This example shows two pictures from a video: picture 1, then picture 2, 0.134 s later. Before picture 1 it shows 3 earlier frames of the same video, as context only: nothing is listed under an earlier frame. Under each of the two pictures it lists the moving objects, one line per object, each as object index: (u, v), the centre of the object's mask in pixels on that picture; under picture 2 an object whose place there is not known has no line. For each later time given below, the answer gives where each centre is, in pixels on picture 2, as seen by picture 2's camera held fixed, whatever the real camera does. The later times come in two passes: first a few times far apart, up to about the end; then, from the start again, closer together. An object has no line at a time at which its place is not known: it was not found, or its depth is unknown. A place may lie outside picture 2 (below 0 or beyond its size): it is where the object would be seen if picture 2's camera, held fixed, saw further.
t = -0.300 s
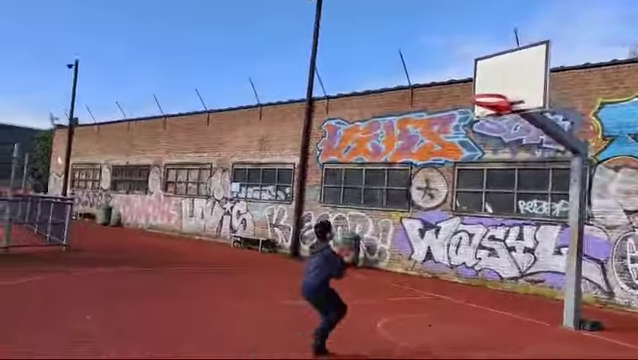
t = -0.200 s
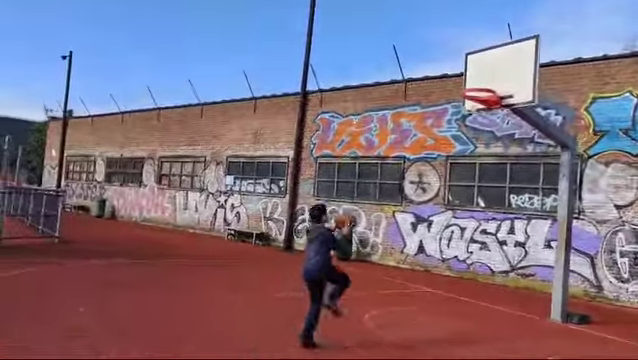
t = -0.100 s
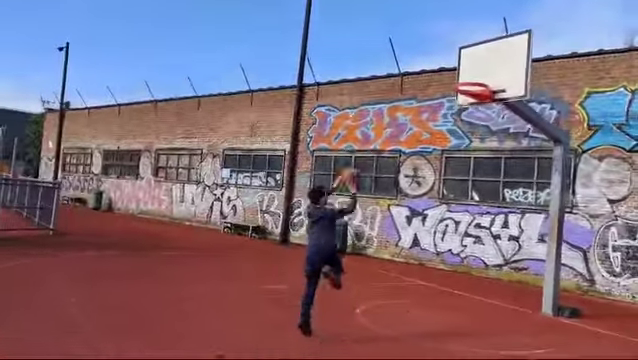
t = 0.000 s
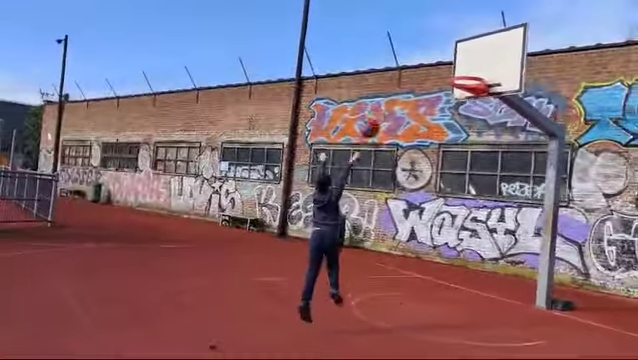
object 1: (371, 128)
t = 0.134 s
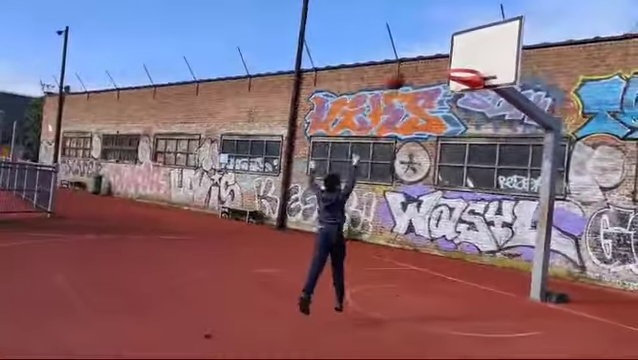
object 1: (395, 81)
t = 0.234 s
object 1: (415, 61)
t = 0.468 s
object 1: (458, 49)
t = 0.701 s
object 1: (495, 69)
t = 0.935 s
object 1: (479, 89)
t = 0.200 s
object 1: (408, 67)
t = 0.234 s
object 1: (415, 61)
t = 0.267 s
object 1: (421, 57)
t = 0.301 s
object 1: (428, 53)
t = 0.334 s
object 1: (434, 51)
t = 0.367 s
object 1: (440, 49)
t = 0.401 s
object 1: (446, 48)
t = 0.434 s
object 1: (452, 48)
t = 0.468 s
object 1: (458, 49)
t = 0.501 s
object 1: (463, 51)
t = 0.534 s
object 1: (469, 53)
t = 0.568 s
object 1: (474, 57)
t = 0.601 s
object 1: (480, 62)
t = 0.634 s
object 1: (485, 65)
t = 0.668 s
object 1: (490, 66)
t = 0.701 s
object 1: (495, 69)
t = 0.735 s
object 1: (492, 69)
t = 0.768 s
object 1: (490, 71)
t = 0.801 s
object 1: (489, 73)
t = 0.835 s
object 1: (487, 75)
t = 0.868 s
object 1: (486, 78)
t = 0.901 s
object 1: (480, 84)
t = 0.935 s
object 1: (479, 89)
